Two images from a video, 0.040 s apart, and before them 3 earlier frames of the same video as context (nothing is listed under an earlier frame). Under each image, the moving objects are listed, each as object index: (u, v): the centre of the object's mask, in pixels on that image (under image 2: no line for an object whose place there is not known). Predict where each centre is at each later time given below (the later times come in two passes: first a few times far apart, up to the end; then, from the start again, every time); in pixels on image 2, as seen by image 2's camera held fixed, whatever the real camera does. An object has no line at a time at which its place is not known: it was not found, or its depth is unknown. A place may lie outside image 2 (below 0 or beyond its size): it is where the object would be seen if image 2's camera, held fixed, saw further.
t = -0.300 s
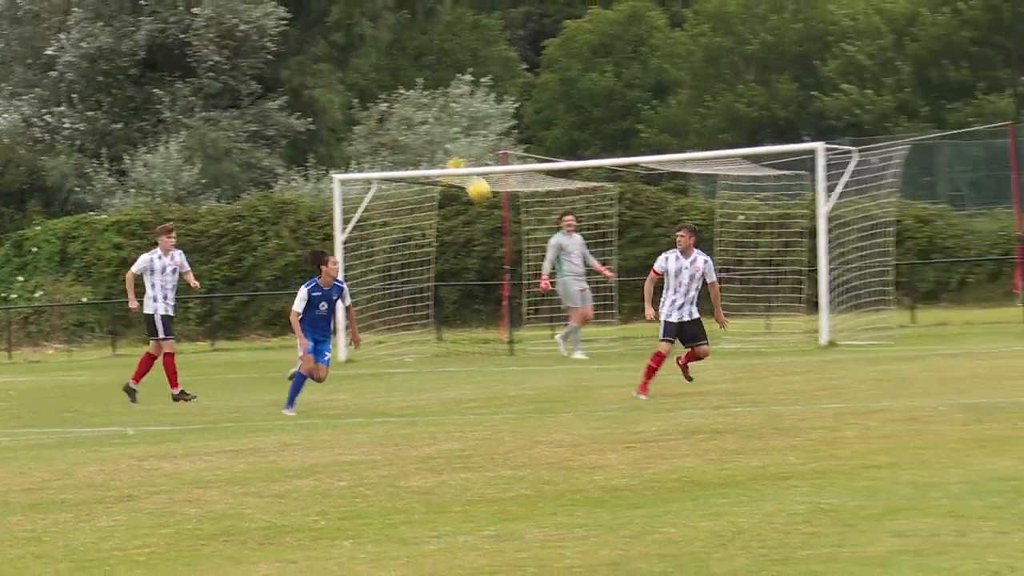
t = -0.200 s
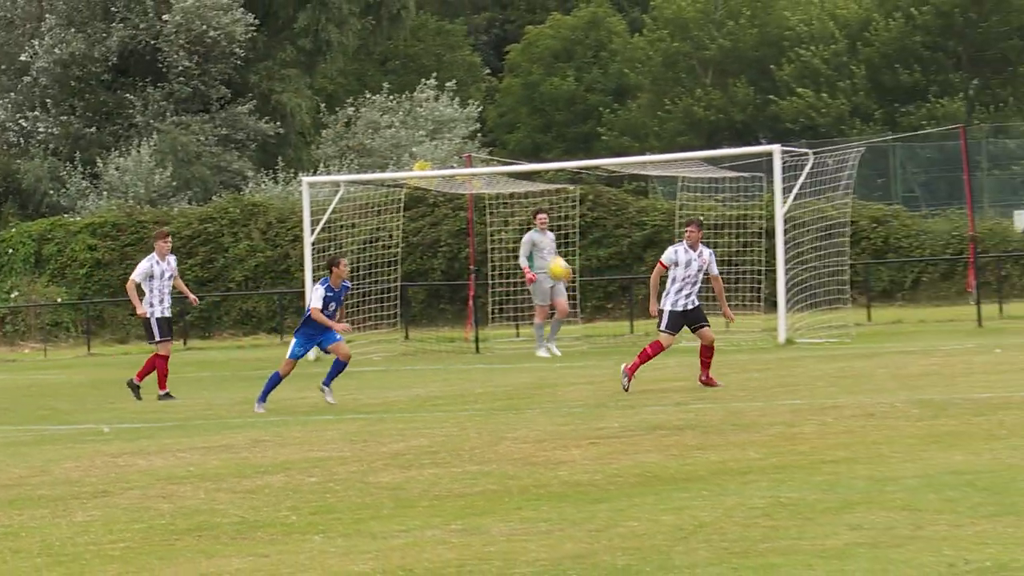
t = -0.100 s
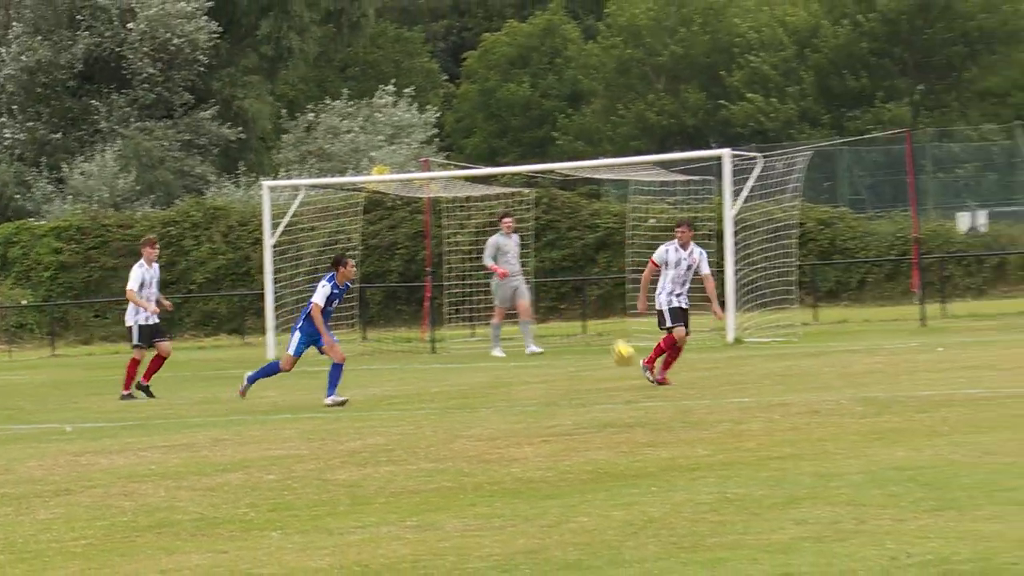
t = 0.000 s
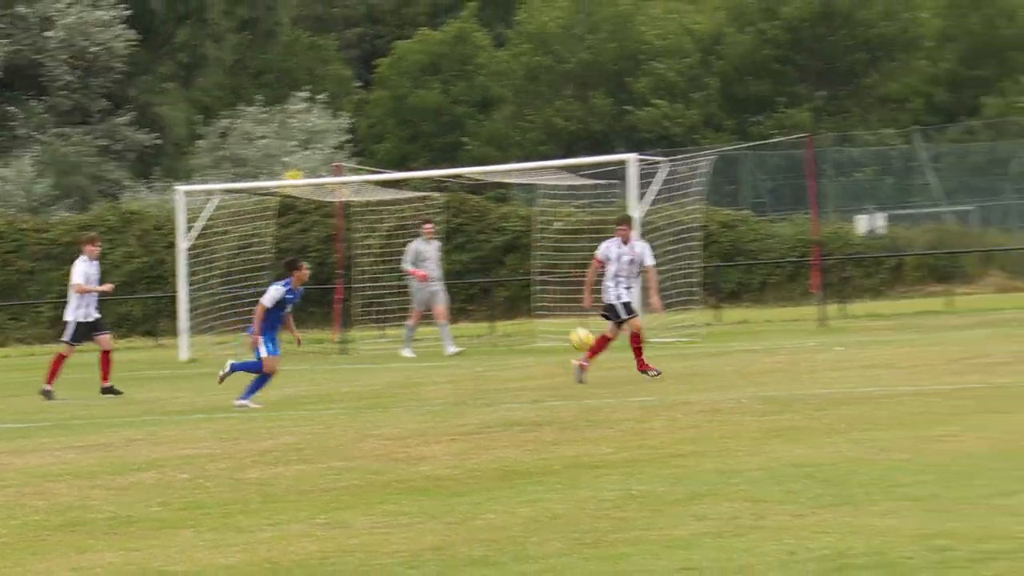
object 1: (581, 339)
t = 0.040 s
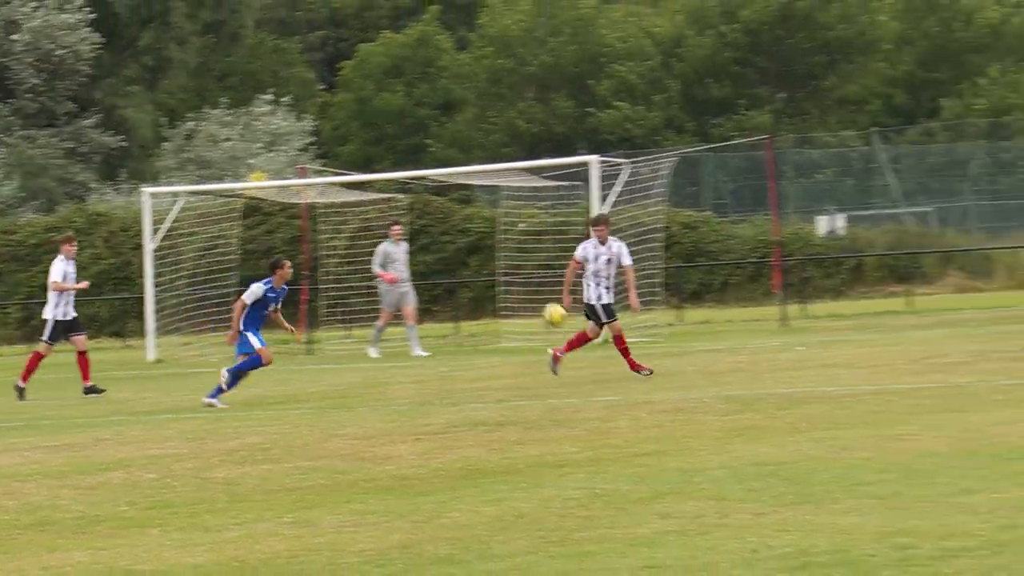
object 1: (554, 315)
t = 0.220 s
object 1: (595, 227)
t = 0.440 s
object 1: (645, 165)
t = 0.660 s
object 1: (696, 151)
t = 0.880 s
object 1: (748, 183)
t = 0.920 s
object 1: (757, 194)
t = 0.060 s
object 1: (558, 302)
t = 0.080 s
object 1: (564, 292)
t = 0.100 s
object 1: (568, 281)
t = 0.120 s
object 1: (572, 271)
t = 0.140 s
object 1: (577, 261)
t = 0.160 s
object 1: (581, 252)
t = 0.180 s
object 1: (586, 242)
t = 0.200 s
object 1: (590, 234)
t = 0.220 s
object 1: (595, 227)
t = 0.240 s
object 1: (599, 219)
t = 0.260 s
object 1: (605, 212)
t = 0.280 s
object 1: (609, 205)
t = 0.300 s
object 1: (613, 199)
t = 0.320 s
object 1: (618, 192)
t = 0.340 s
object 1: (622, 187)
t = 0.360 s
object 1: (627, 182)
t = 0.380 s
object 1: (632, 177)
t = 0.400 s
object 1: (637, 173)
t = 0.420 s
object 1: (640, 169)
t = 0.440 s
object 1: (645, 165)
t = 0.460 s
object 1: (650, 162)
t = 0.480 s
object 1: (655, 159)
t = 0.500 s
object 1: (659, 157)
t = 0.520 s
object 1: (664, 155)
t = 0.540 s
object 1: (669, 153)
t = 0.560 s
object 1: (673, 152)
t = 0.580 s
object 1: (678, 151)
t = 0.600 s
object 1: (682, 151)
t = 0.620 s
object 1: (687, 150)
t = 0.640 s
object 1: (692, 150)
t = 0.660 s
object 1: (696, 151)
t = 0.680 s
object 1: (701, 152)
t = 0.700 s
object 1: (706, 153)
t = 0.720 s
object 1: (710, 155)
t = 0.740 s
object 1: (715, 157)
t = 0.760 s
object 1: (720, 159)
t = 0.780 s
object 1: (724, 163)
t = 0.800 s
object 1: (729, 166)
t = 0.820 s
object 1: (734, 169)
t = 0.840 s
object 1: (739, 174)
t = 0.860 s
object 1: (743, 178)
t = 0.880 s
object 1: (748, 183)
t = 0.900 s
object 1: (753, 188)
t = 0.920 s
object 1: (757, 194)
